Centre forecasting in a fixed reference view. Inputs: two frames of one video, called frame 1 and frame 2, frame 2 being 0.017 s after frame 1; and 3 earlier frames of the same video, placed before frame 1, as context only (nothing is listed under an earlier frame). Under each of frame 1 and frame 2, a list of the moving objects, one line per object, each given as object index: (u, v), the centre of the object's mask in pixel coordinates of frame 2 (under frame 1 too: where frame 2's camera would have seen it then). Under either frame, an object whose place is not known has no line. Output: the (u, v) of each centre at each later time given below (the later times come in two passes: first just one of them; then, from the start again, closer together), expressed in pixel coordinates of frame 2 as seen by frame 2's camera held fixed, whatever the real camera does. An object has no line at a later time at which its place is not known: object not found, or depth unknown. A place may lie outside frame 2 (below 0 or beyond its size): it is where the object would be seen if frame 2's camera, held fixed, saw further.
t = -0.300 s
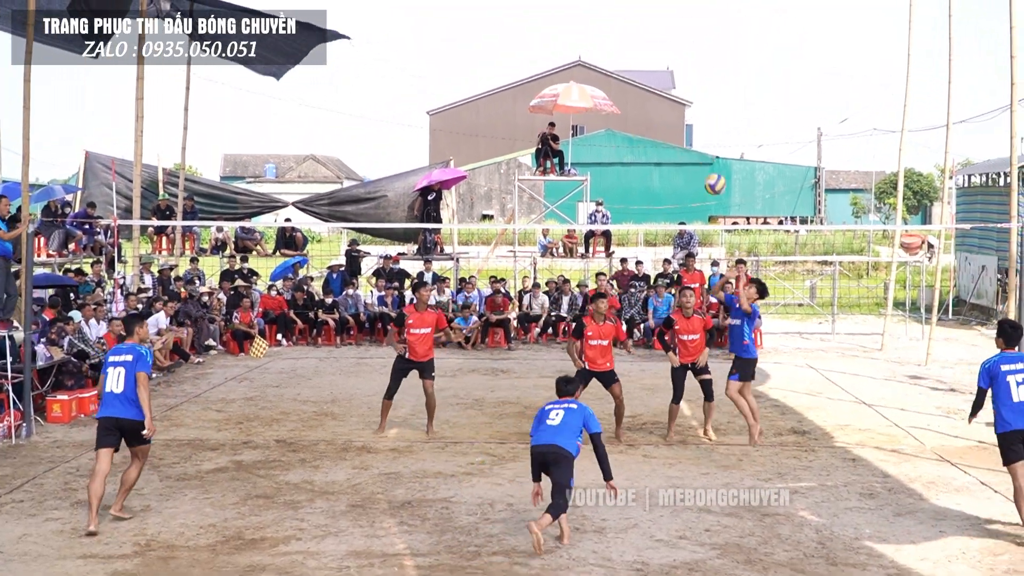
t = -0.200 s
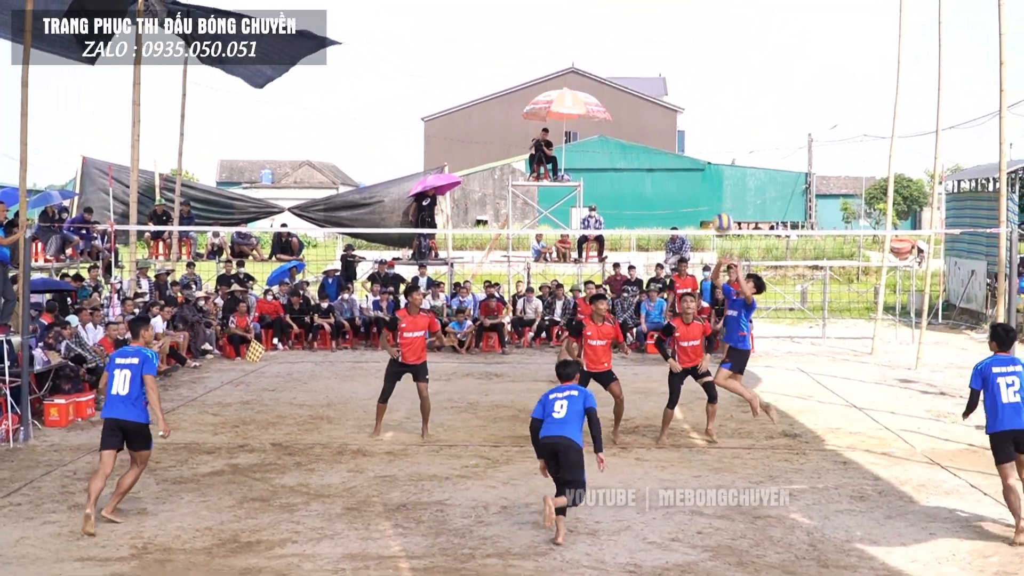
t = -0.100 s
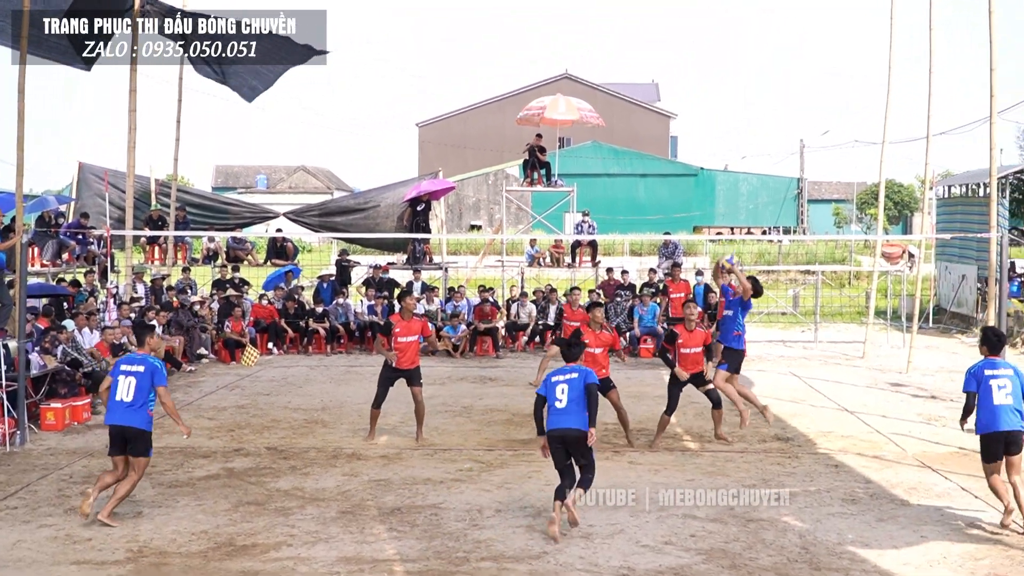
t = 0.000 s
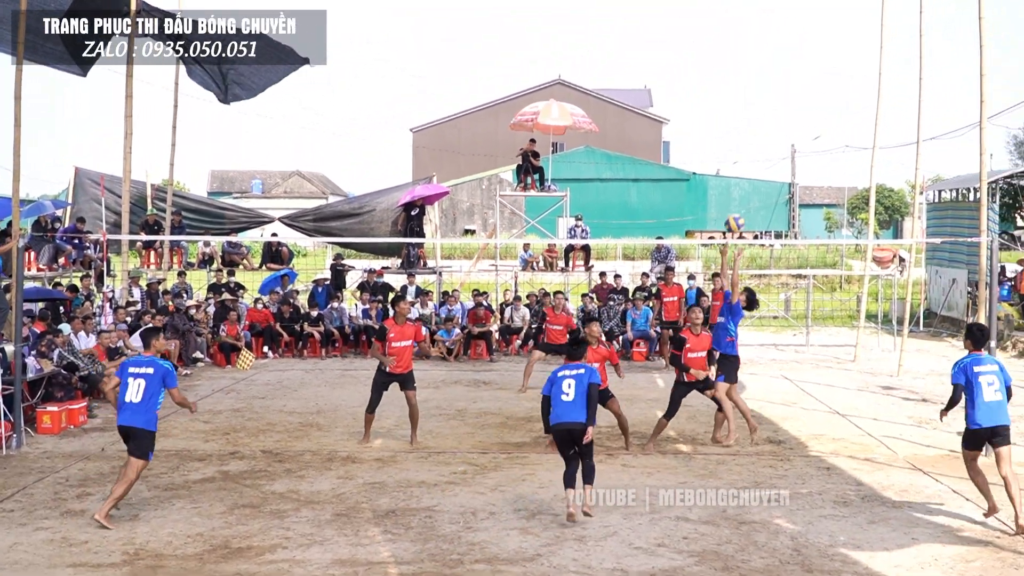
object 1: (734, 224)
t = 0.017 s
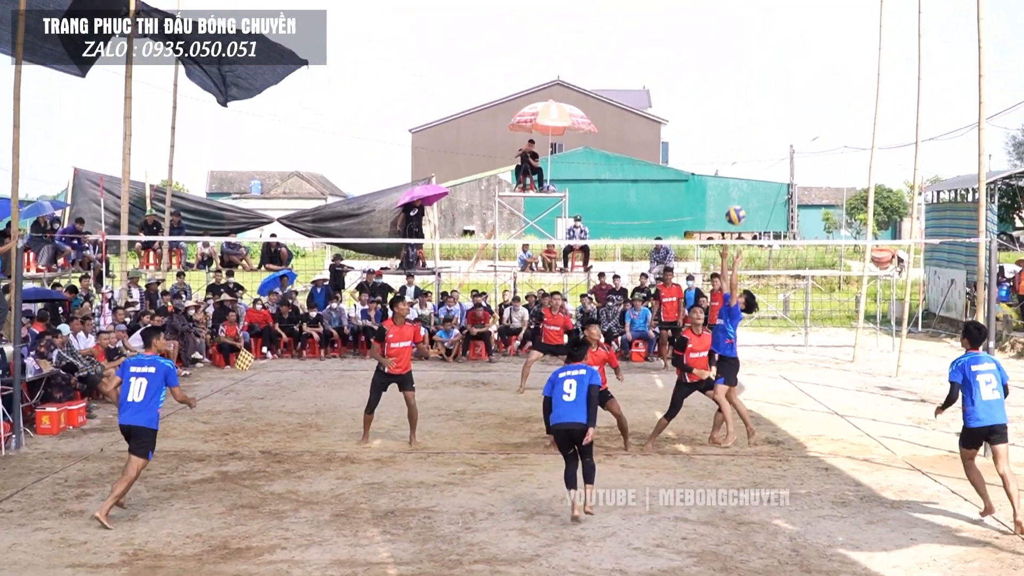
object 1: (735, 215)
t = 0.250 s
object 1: (755, 123)
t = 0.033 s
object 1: (737, 207)
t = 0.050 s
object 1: (738, 199)
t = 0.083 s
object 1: (740, 185)
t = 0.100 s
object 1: (742, 177)
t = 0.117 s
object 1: (743, 170)
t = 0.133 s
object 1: (745, 163)
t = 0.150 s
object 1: (746, 157)
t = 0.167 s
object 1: (748, 151)
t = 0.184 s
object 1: (749, 145)
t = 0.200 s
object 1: (751, 139)
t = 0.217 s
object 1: (752, 133)
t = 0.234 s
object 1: (753, 128)
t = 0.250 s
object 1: (755, 123)
